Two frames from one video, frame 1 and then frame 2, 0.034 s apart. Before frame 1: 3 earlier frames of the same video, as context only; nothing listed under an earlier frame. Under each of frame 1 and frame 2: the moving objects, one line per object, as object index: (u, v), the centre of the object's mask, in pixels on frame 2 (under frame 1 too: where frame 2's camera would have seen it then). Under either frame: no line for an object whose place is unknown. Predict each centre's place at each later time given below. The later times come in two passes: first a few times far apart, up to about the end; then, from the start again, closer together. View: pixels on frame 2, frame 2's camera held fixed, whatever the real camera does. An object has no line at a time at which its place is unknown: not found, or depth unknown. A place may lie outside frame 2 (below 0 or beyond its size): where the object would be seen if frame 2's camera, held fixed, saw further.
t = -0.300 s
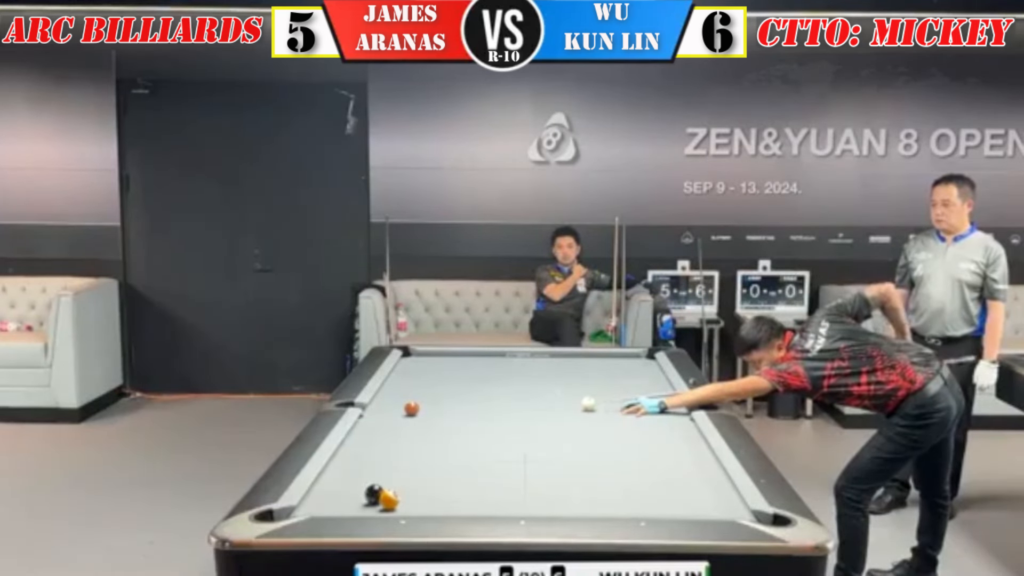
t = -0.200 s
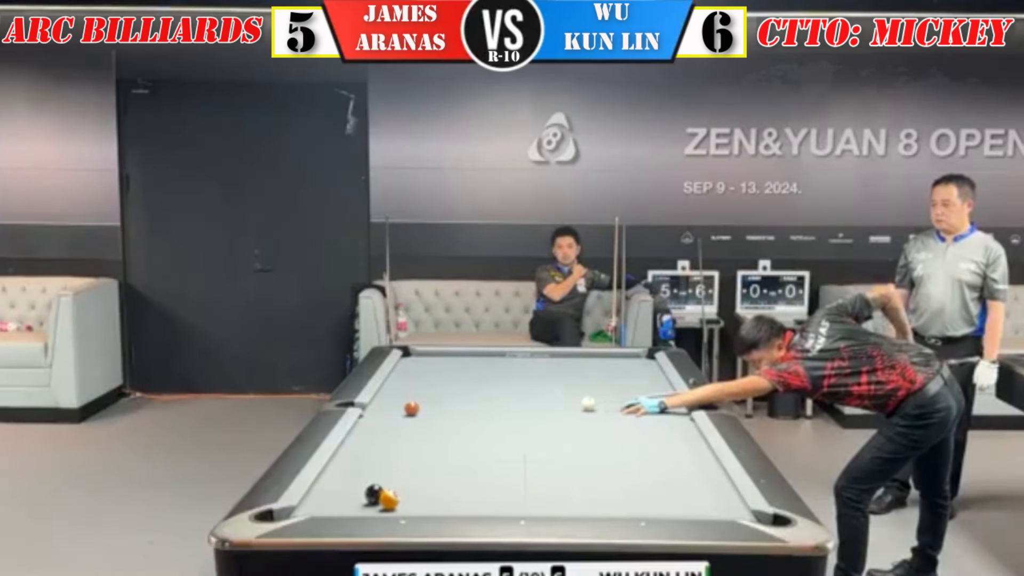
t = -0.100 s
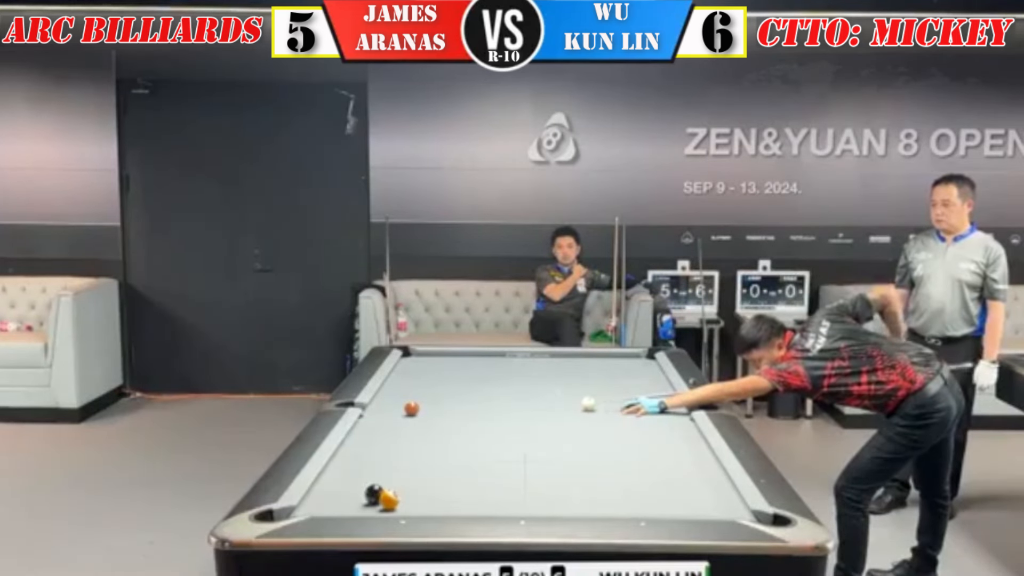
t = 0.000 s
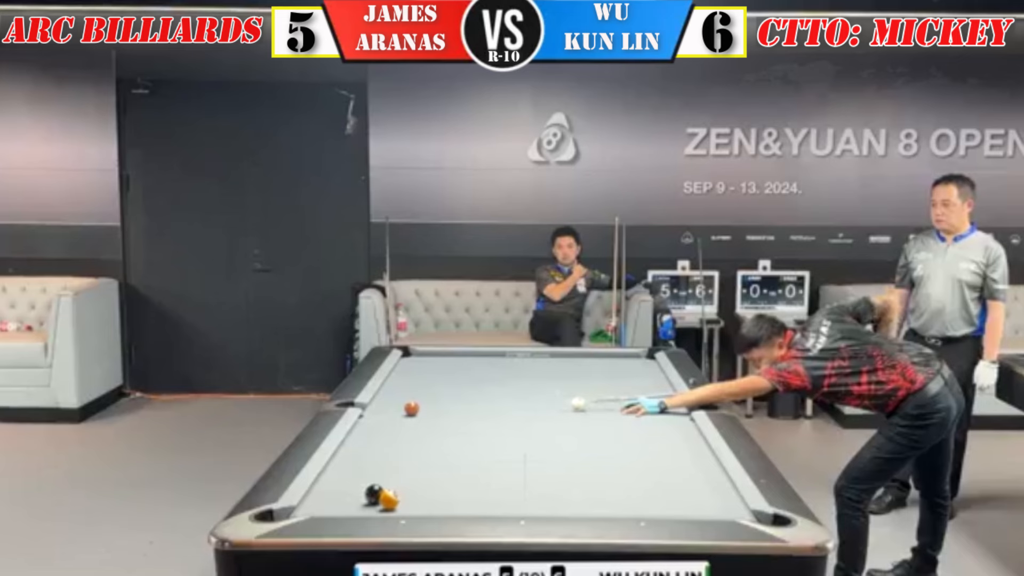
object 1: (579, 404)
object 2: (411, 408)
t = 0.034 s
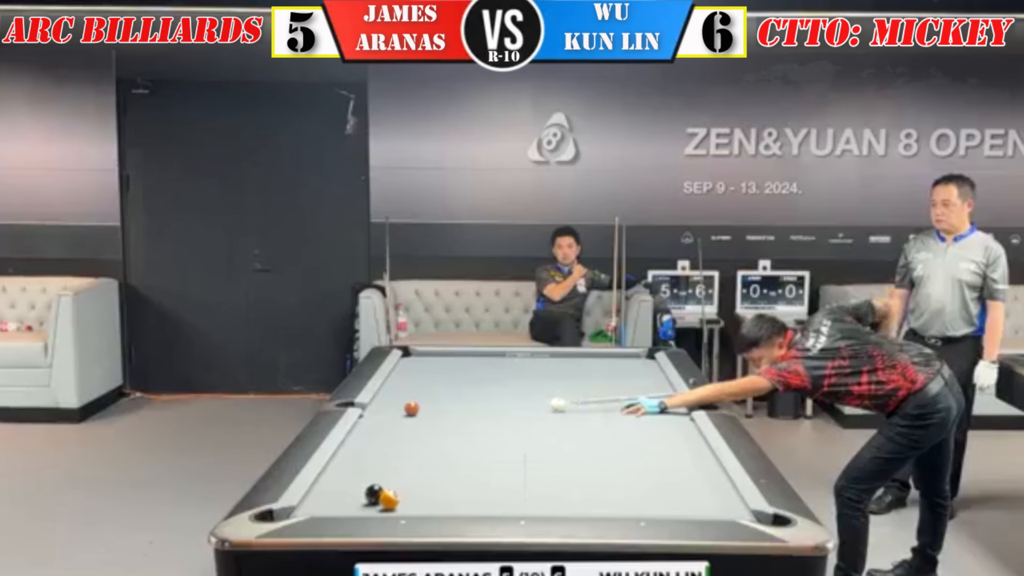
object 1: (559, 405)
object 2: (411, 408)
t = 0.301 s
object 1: (424, 410)
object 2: (386, 409)
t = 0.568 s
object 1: (393, 416)
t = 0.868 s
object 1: (375, 422)
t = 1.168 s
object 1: (401, 427)
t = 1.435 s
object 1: (421, 431)
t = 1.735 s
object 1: (444, 436)
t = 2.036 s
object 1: (465, 440)
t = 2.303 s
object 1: (484, 445)
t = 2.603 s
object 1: (503, 449)
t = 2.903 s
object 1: (521, 454)
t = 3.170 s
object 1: (536, 457)
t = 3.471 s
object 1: (551, 460)
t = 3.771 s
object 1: (565, 463)
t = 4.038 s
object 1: (576, 466)
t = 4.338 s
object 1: (586, 468)
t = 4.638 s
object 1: (595, 471)
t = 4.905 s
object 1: (601, 472)
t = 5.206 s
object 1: (607, 474)
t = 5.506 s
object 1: (609, 475)
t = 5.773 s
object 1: (610, 475)
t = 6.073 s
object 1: (611, 475)
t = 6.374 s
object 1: (611, 475)
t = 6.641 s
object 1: (611, 475)
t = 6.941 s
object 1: (611, 475)
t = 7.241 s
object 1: (611, 475)
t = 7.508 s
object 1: (611, 475)
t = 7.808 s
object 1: (611, 475)
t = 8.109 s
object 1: (611, 475)
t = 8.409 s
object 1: (611, 475)
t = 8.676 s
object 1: (611, 475)
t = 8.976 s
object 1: (611, 475)
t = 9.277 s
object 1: (611, 475)
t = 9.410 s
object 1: (611, 475)
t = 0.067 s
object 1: (538, 405)
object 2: (411, 408)
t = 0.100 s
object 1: (517, 406)
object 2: (411, 408)
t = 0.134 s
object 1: (498, 406)
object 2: (411, 408)
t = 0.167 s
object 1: (478, 407)
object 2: (411, 408)
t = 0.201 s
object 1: (458, 407)
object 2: (411, 409)
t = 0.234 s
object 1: (440, 408)
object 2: (411, 408)
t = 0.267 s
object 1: (426, 409)
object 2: (404, 409)
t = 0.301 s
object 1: (424, 410)
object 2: (386, 409)
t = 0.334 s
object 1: (422, 411)
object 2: (367, 408)
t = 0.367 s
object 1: (420, 412)
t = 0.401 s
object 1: (417, 412)
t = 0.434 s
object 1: (413, 413)
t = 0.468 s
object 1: (409, 414)
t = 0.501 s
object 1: (404, 415)
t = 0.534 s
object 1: (399, 415)
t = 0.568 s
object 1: (393, 416)
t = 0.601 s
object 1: (388, 417)
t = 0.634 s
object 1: (382, 418)
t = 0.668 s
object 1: (377, 419)
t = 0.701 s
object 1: (371, 419)
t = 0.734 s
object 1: (364, 421)
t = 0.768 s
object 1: (366, 421)
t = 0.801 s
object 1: (370, 421)
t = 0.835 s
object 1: (372, 422)
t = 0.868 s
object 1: (375, 422)
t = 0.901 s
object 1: (377, 422)
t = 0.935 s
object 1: (381, 423)
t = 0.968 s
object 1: (383, 423)
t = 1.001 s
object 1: (387, 424)
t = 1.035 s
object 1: (389, 425)
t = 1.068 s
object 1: (392, 425)
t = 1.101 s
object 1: (395, 426)
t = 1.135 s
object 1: (398, 426)
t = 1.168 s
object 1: (401, 427)
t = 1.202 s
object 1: (403, 427)
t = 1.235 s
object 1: (406, 428)
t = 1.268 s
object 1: (408, 429)
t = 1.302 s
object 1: (410, 429)
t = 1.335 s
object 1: (413, 430)
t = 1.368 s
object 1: (416, 430)
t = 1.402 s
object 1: (419, 431)
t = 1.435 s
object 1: (421, 431)
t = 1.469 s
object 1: (423, 432)
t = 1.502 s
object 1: (426, 432)
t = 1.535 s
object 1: (429, 433)
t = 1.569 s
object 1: (431, 433)
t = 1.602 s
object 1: (434, 434)
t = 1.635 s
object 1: (437, 434)
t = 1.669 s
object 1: (439, 435)
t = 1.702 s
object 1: (441, 436)
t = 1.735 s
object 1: (444, 436)
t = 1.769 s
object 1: (446, 437)
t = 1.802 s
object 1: (449, 437)
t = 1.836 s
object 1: (451, 438)
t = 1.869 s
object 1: (454, 438)
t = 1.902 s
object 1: (456, 438)
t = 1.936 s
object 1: (458, 439)
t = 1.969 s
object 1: (460, 439)
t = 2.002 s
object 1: (463, 440)
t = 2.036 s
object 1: (465, 440)
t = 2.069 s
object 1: (468, 441)
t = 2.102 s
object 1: (470, 441)
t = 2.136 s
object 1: (472, 442)
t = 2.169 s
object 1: (474, 443)
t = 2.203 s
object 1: (477, 444)
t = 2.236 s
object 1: (479, 444)
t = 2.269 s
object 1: (482, 444)
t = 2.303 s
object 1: (484, 445)
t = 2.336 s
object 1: (486, 446)
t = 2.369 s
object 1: (488, 446)
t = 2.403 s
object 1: (490, 446)
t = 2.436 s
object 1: (492, 447)
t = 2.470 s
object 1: (494, 447)
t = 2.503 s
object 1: (496, 448)
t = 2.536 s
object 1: (498, 449)
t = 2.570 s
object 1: (500, 448)
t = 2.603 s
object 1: (503, 449)
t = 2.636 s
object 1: (505, 449)
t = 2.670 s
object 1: (508, 451)
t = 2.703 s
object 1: (509, 451)
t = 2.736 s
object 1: (511, 451)
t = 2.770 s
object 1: (513, 451)
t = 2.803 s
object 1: (515, 452)
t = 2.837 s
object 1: (517, 452)
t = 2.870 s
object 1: (519, 453)
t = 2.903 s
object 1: (521, 454)
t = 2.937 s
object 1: (523, 454)
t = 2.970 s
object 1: (524, 455)
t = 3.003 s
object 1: (527, 455)
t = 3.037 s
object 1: (528, 455)
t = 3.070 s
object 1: (530, 455)
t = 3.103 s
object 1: (532, 456)
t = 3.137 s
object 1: (534, 456)
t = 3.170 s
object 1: (536, 457)
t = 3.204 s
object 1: (538, 457)
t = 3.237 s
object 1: (539, 457)
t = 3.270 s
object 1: (541, 457)
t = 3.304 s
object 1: (542, 458)
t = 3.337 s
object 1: (544, 458)
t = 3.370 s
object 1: (546, 459)
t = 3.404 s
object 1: (548, 459)
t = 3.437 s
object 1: (550, 460)
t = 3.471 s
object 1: (551, 460)
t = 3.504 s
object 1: (553, 461)
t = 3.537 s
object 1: (555, 461)
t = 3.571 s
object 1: (556, 461)
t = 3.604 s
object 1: (558, 462)
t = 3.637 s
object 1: (560, 462)
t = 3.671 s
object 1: (561, 462)
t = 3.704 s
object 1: (563, 463)
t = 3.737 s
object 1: (564, 463)
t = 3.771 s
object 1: (565, 463)
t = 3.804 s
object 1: (566, 464)
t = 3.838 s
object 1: (568, 464)
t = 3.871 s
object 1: (570, 465)
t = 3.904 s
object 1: (571, 465)
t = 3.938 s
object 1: (572, 465)
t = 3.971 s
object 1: (573, 465)
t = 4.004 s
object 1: (574, 465)
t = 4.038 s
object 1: (576, 466)
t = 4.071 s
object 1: (577, 466)
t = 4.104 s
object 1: (578, 467)
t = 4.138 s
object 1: (580, 467)
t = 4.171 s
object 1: (581, 467)
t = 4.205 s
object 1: (582, 468)
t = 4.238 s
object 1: (583, 468)
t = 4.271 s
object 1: (584, 468)
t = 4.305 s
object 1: (585, 468)
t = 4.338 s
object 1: (586, 468)
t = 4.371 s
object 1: (587, 469)
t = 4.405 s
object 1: (588, 469)
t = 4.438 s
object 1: (589, 468)
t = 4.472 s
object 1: (590, 469)
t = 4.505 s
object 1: (591, 470)
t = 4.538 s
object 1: (592, 470)
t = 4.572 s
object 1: (593, 470)
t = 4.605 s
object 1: (594, 470)
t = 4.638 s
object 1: (595, 471)
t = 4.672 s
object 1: (596, 471)
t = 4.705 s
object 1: (597, 471)
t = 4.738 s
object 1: (598, 471)
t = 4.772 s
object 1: (598, 472)
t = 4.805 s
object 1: (599, 472)
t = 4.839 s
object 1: (600, 472)
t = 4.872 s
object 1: (601, 472)
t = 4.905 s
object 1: (601, 472)
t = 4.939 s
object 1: (602, 473)
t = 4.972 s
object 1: (603, 473)
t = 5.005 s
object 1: (604, 473)
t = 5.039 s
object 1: (604, 473)
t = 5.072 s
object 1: (605, 473)
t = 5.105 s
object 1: (605, 473)
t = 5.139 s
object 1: (606, 474)
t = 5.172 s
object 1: (606, 473)
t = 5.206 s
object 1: (607, 474)
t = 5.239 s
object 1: (607, 474)
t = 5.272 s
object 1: (607, 474)
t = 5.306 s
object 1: (607, 474)
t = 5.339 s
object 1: (608, 475)
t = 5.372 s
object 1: (608, 475)
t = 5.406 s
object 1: (608, 475)
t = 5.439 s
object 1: (608, 475)
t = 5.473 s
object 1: (609, 475)
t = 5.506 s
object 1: (609, 475)
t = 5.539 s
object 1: (609, 475)
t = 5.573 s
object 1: (609, 475)
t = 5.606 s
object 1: (610, 475)
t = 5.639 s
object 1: (610, 475)
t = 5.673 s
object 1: (610, 475)
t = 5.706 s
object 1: (610, 475)
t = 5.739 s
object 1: (610, 475)
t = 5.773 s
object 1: (610, 475)
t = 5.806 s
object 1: (610, 475)
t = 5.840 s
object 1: (610, 475)
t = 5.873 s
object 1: (610, 475)
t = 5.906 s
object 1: (610, 475)
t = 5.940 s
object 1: (610, 475)
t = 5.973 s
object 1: (611, 475)
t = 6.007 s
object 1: (610, 475)
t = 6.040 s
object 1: (611, 475)
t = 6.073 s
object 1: (611, 475)
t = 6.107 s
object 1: (610, 475)
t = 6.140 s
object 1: (611, 475)
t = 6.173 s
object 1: (611, 475)
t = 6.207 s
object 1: (611, 475)
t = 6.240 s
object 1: (611, 475)
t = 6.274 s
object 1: (611, 475)
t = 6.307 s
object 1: (611, 475)
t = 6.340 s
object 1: (611, 475)
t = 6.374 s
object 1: (611, 475)
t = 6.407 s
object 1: (611, 475)
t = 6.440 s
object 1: (610, 475)
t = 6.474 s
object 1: (611, 475)
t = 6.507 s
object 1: (611, 475)
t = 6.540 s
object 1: (611, 475)
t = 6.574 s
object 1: (611, 475)
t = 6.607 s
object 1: (611, 475)
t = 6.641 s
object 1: (611, 475)
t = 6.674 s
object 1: (611, 475)
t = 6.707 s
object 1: (611, 475)
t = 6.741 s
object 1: (611, 475)
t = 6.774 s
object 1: (611, 475)
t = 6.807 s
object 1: (611, 475)
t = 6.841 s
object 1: (611, 475)
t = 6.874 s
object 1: (611, 475)
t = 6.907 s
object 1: (611, 475)
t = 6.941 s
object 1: (611, 475)
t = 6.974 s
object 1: (611, 475)
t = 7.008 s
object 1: (611, 475)
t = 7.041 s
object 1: (611, 475)
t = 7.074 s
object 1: (611, 475)
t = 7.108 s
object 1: (611, 475)
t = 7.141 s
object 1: (611, 475)
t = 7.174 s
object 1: (611, 475)
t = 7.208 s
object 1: (611, 475)
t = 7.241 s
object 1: (611, 475)
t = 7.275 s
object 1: (611, 475)
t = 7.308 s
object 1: (611, 475)
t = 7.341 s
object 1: (611, 475)
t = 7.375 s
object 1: (611, 475)
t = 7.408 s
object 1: (611, 475)
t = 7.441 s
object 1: (611, 475)
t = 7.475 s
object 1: (611, 475)
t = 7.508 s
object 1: (611, 475)
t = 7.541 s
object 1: (611, 475)
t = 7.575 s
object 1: (611, 475)
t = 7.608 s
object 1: (611, 475)
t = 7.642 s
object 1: (611, 475)
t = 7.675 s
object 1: (611, 475)
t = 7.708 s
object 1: (611, 475)
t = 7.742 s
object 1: (611, 475)
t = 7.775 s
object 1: (611, 475)
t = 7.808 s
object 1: (611, 475)
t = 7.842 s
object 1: (611, 475)
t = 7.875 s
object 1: (611, 475)
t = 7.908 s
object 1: (611, 475)
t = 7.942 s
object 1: (611, 475)
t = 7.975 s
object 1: (611, 475)
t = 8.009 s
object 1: (611, 475)
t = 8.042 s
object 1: (611, 475)
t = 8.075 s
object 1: (611, 475)
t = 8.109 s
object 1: (611, 475)
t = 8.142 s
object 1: (611, 475)
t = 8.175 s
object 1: (611, 475)
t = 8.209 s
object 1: (611, 475)
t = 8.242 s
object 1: (611, 475)
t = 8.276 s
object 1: (611, 475)
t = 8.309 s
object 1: (611, 475)
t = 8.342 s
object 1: (611, 475)
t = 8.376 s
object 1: (611, 475)
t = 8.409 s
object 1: (611, 475)
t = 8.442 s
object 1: (611, 475)
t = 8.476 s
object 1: (611, 475)
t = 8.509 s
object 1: (611, 475)
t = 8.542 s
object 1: (611, 475)
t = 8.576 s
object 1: (611, 475)
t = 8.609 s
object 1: (611, 475)
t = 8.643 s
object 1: (611, 475)
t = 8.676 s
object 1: (611, 475)
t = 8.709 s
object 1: (611, 475)
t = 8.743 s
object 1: (611, 475)
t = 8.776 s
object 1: (611, 475)
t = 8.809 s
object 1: (611, 475)
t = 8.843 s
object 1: (611, 475)
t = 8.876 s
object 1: (611, 475)
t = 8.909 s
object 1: (611, 475)
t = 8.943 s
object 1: (611, 475)
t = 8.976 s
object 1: (611, 475)
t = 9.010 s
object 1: (611, 475)
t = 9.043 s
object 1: (611, 475)
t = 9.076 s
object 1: (611, 475)
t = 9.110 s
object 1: (611, 475)
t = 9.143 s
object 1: (611, 475)
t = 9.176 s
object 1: (611, 475)
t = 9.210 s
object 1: (611, 475)
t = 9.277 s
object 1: (611, 475)
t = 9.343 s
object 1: (611, 475)
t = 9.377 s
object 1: (611, 475)
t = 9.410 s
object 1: (611, 475)
